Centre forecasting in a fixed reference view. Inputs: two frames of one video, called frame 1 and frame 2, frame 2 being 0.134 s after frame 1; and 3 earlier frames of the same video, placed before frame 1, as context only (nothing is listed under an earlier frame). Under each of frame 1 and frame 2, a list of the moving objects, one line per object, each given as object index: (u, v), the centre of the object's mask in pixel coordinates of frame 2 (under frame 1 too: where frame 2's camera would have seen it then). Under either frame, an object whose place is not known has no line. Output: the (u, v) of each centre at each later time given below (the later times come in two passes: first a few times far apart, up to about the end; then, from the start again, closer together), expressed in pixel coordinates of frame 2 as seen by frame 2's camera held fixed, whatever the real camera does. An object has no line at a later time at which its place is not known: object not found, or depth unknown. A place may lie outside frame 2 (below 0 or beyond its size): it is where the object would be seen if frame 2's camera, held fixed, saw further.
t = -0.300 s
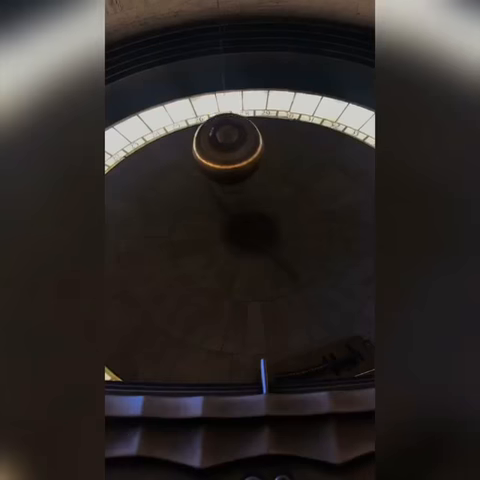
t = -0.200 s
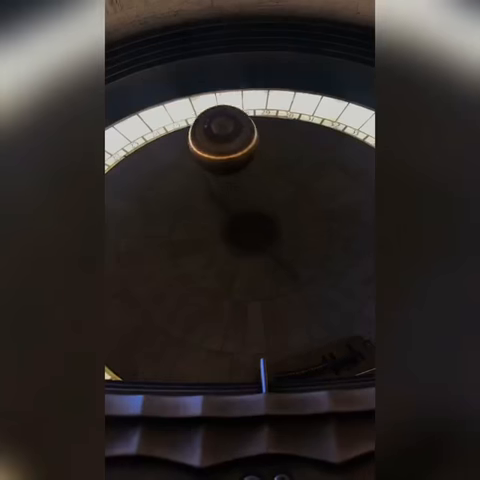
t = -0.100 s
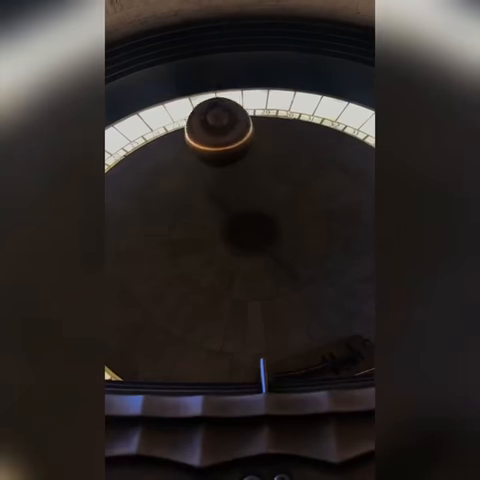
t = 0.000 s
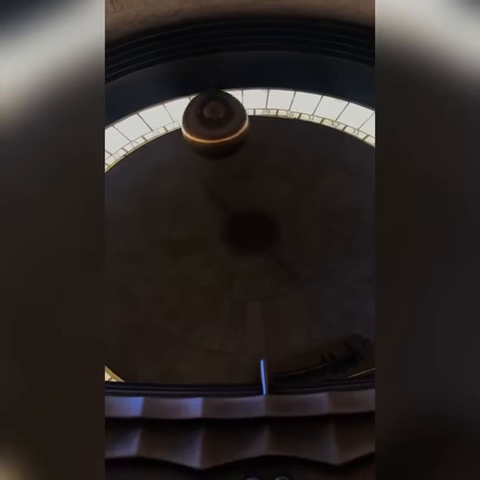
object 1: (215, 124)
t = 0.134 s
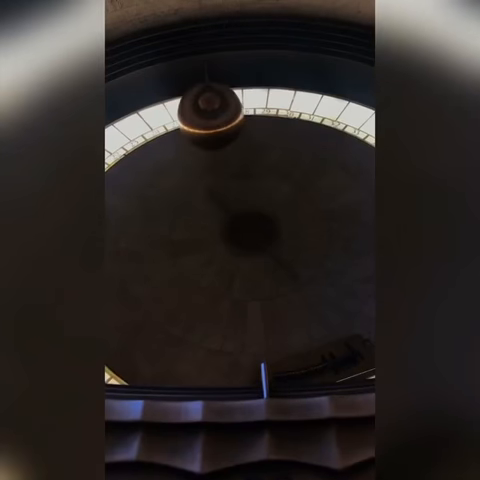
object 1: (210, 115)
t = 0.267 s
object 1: (205, 107)
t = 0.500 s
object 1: (199, 98)
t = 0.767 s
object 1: (195, 90)
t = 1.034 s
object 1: (193, 87)
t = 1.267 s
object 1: (193, 89)
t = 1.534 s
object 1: (197, 94)
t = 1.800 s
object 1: (203, 105)
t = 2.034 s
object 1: (210, 118)
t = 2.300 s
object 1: (220, 136)
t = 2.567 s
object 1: (232, 156)
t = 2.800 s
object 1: (245, 178)
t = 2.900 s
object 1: (250, 189)
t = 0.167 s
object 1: (209, 113)
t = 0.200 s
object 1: (208, 111)
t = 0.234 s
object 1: (206, 108)
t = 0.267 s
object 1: (205, 107)
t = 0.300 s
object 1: (204, 105)
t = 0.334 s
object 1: (203, 104)
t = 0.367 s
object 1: (203, 102)
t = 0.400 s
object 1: (202, 101)
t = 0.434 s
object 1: (201, 100)
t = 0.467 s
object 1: (200, 99)
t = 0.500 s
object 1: (199, 98)
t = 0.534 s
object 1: (198, 96)
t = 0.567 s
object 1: (197, 95)
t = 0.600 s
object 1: (197, 94)
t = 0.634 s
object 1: (196, 94)
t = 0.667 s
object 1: (196, 93)
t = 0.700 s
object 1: (195, 92)
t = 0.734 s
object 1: (195, 90)
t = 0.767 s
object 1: (195, 90)
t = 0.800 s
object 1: (194, 90)
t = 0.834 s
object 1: (194, 89)
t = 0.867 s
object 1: (193, 89)
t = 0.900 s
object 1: (193, 88)
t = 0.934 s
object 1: (193, 88)
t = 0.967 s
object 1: (193, 87)
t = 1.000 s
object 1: (193, 87)
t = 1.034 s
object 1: (193, 87)
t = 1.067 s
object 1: (193, 87)
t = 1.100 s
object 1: (193, 87)
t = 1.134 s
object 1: (193, 87)
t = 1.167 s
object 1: (193, 88)
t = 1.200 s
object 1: (193, 88)
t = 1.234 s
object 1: (193, 88)
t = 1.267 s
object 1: (193, 89)
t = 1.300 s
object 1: (194, 89)
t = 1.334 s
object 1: (194, 90)
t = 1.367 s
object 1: (194, 90)
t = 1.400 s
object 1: (195, 91)
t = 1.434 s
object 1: (195, 91)
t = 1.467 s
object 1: (196, 92)
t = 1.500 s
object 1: (196, 93)
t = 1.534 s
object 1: (197, 94)
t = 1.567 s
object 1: (197, 95)
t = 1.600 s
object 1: (198, 96)
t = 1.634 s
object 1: (199, 97)
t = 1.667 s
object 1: (200, 99)
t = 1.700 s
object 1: (200, 100)
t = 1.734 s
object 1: (201, 102)
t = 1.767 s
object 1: (202, 103)
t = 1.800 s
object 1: (203, 105)
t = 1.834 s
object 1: (204, 106)
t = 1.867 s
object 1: (205, 108)
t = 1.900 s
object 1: (205, 110)
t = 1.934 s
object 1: (208, 114)
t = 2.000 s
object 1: (209, 115)
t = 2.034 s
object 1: (210, 118)
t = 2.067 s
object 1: (211, 120)
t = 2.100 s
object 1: (212, 122)
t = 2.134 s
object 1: (213, 124)
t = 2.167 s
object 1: (215, 127)
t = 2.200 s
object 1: (216, 129)
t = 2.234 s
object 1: (217, 131)
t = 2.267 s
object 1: (219, 134)
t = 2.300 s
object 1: (220, 136)
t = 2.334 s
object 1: (221, 139)
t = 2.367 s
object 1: (223, 141)
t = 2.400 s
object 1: (224, 142)
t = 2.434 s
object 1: (226, 145)
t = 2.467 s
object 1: (227, 147)
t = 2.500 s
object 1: (229, 150)
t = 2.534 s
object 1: (230, 153)
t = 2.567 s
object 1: (232, 156)
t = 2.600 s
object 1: (234, 159)
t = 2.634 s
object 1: (235, 162)
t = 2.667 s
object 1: (237, 166)
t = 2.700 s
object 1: (239, 169)
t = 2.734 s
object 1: (241, 172)
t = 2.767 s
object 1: (243, 175)
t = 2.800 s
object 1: (245, 178)
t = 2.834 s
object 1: (246, 182)
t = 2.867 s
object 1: (249, 185)
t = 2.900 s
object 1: (250, 189)
